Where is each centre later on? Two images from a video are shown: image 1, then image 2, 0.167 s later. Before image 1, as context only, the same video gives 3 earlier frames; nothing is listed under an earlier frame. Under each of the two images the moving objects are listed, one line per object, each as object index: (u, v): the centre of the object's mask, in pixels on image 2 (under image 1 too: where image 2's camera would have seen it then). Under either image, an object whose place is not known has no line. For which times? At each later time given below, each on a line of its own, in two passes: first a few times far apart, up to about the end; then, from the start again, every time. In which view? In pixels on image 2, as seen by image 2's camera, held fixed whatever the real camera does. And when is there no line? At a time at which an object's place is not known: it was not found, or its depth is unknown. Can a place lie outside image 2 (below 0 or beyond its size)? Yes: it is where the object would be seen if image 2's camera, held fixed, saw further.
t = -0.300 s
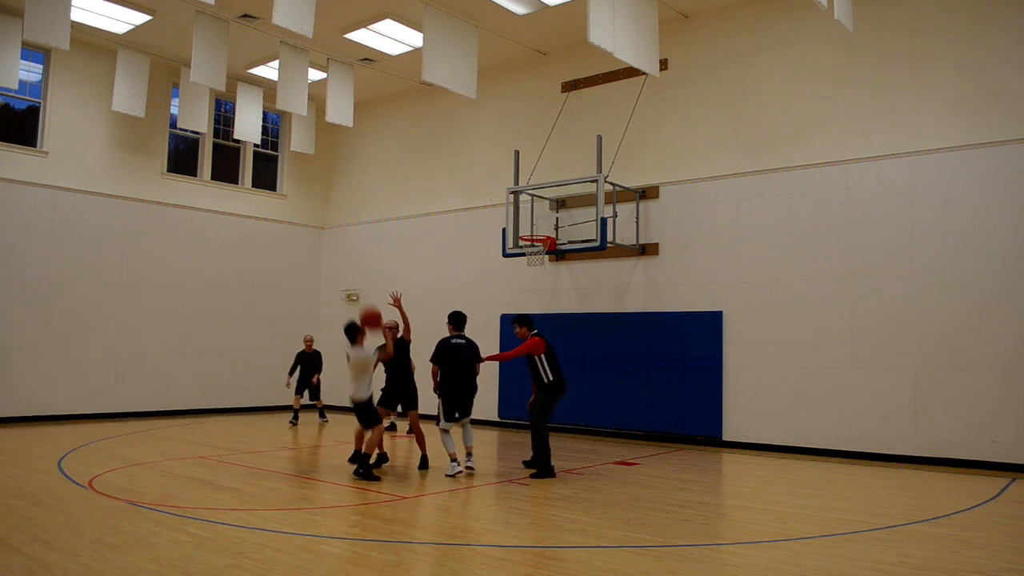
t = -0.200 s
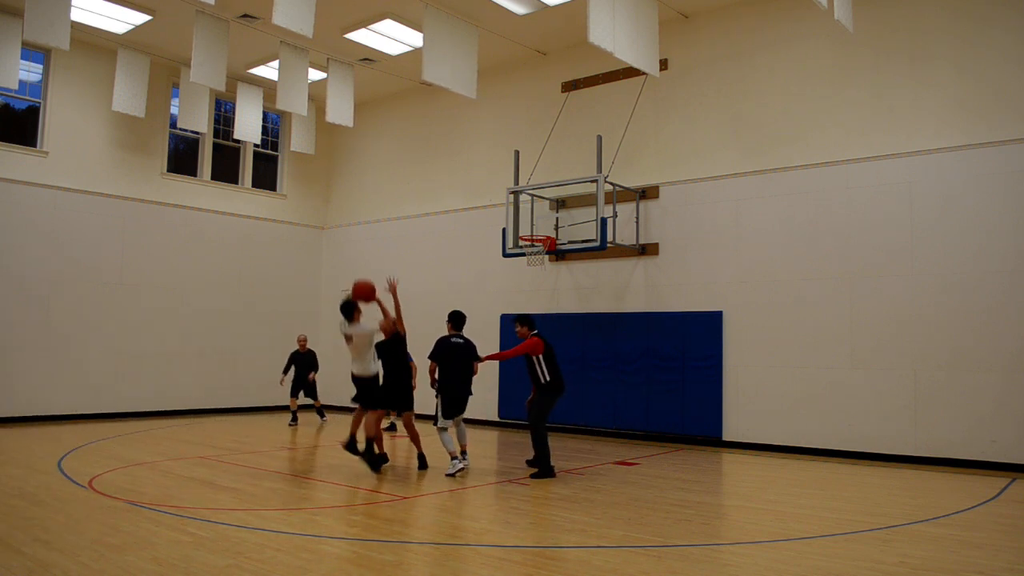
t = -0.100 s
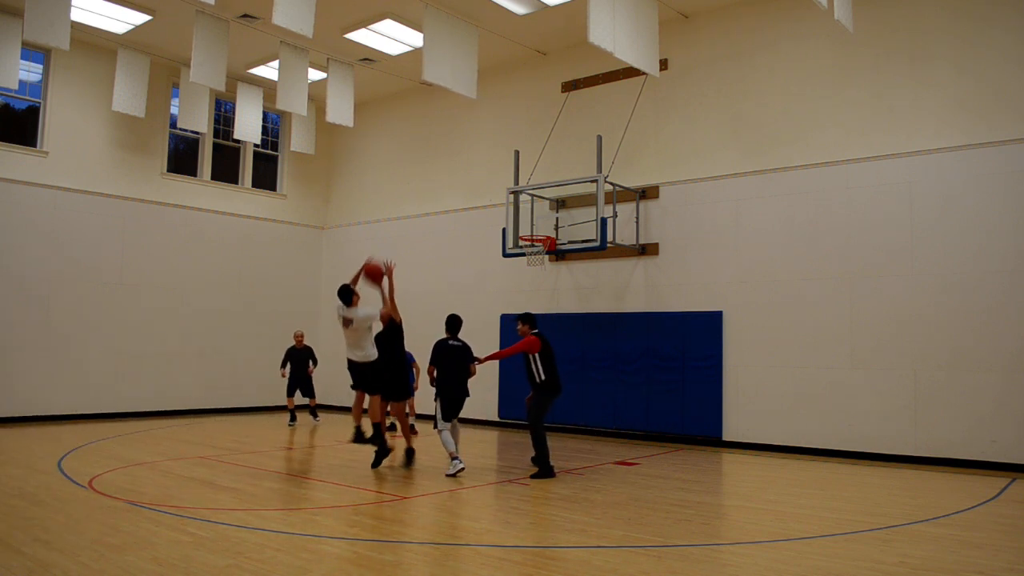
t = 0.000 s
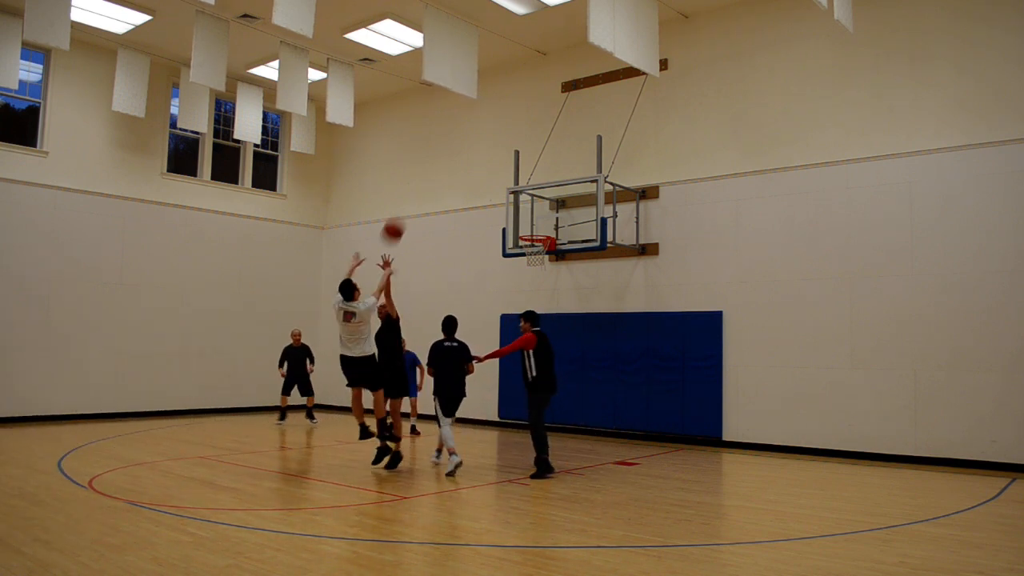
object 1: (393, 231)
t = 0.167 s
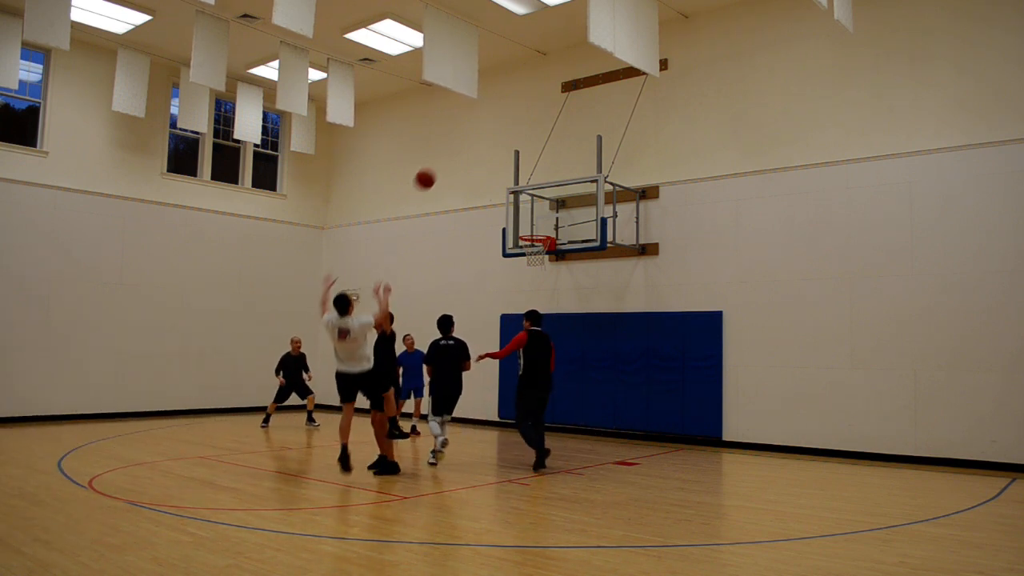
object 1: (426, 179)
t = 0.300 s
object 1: (447, 158)
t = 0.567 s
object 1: (484, 159)
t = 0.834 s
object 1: (513, 206)
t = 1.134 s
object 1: (543, 209)
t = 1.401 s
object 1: (537, 205)
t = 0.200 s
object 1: (431, 172)
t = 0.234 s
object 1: (437, 166)
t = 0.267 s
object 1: (442, 162)
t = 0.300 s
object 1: (447, 158)
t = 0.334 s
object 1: (452, 155)
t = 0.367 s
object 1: (457, 153)
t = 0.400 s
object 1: (462, 152)
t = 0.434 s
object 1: (466, 152)
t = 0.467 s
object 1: (471, 153)
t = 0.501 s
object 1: (475, 154)
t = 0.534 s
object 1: (479, 156)
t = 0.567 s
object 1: (484, 159)
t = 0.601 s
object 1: (488, 163)
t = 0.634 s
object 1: (491, 167)
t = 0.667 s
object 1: (495, 172)
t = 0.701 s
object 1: (499, 177)
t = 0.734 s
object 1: (503, 183)
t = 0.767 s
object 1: (506, 190)
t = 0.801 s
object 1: (510, 198)
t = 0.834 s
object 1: (513, 206)
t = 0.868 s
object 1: (517, 214)
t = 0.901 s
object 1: (520, 223)
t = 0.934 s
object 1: (523, 229)
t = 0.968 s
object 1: (527, 225)
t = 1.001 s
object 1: (530, 221)
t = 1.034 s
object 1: (534, 217)
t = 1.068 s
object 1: (537, 214)
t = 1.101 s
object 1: (541, 212)
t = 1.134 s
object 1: (543, 209)
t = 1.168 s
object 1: (543, 206)
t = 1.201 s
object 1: (542, 204)
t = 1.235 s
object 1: (541, 203)
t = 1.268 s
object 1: (540, 202)
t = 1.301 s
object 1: (540, 202)
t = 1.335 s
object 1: (539, 202)
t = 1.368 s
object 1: (538, 203)
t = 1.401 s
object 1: (537, 205)
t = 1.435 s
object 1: (537, 208)
